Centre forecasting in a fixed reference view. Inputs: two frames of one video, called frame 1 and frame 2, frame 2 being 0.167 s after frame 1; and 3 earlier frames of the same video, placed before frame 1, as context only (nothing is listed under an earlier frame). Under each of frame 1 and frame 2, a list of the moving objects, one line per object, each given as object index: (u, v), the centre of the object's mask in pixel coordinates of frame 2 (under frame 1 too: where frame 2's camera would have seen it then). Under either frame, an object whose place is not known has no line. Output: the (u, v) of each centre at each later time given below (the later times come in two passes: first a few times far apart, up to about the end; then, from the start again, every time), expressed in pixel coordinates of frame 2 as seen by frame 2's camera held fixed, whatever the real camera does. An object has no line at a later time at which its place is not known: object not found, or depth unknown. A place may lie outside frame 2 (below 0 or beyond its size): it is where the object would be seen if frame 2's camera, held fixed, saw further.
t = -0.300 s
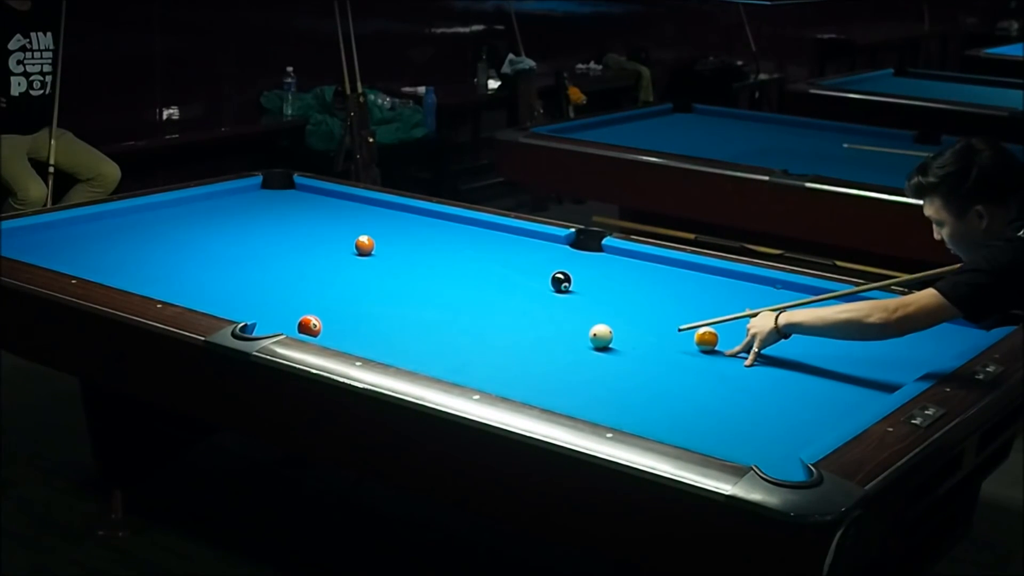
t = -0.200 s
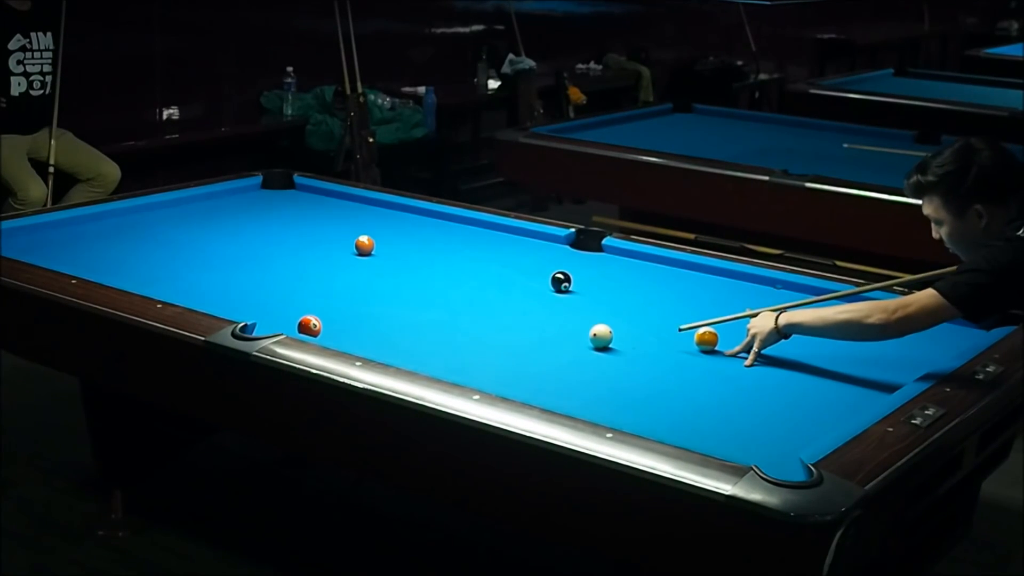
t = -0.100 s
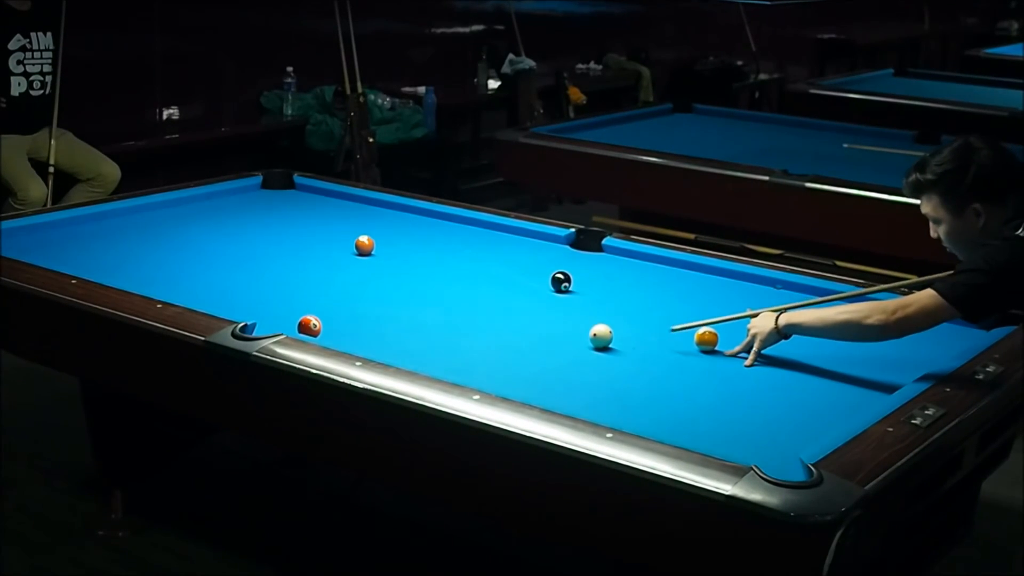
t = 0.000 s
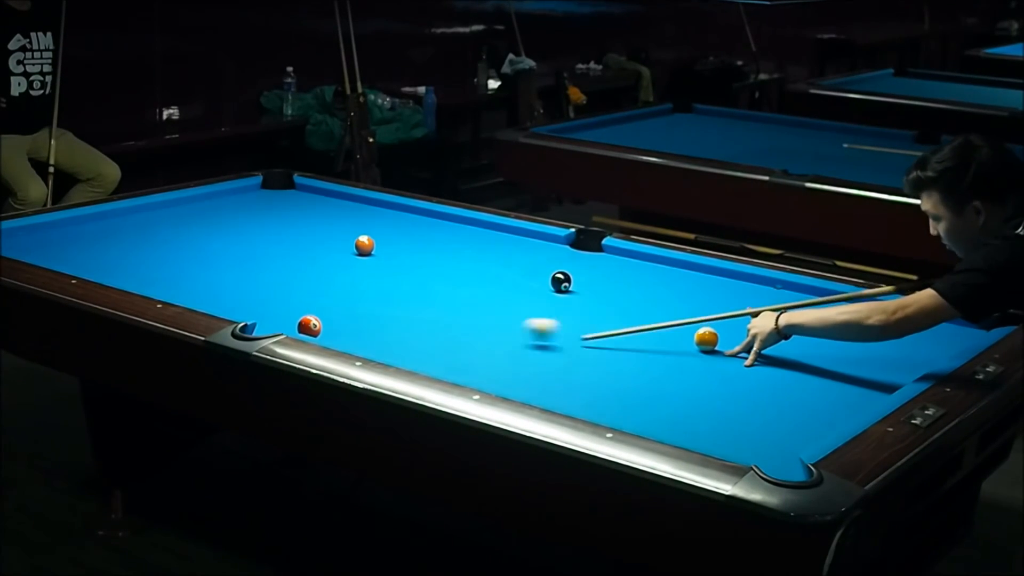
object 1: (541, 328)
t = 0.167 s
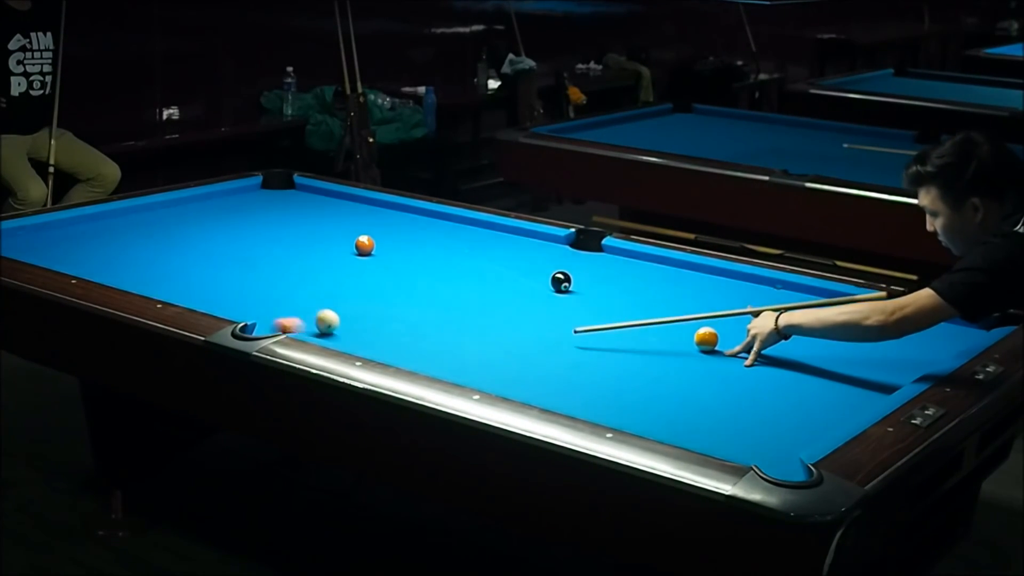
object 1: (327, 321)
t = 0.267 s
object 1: (305, 308)
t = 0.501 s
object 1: (270, 283)
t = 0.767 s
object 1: (235, 259)
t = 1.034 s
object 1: (205, 237)
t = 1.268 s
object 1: (181, 221)
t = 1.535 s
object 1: (159, 204)
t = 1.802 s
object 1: (221, 205)
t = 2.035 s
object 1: (272, 206)
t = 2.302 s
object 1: (328, 206)
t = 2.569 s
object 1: (381, 207)
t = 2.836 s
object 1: (407, 212)
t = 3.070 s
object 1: (415, 218)
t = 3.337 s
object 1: (425, 225)
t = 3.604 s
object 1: (434, 233)
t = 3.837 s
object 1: (442, 239)
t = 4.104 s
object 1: (451, 245)
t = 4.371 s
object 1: (460, 252)
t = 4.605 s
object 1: (467, 257)
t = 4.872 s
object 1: (475, 263)
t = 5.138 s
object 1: (482, 269)
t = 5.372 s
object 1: (488, 274)
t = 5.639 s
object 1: (494, 279)
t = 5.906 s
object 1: (500, 283)
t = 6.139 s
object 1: (505, 287)
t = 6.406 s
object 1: (510, 290)
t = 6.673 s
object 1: (513, 293)
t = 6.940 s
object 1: (516, 296)
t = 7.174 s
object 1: (518, 298)
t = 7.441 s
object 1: (520, 300)
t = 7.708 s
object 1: (522, 301)
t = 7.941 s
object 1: (522, 301)
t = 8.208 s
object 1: (522, 301)
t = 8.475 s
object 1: (522, 301)
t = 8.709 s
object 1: (521, 301)
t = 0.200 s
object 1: (319, 317)
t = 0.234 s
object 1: (311, 312)
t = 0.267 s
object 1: (305, 308)
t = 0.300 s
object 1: (299, 304)
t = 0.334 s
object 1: (294, 300)
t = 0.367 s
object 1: (289, 297)
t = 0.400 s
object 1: (284, 294)
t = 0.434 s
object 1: (279, 290)
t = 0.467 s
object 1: (275, 287)
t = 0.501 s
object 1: (270, 283)
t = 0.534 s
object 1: (265, 280)
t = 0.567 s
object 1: (260, 277)
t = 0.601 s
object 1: (256, 274)
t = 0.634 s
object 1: (252, 271)
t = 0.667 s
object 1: (247, 268)
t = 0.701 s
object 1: (243, 264)
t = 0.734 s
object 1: (239, 261)
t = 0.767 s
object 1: (235, 259)
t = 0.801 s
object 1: (231, 256)
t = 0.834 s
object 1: (227, 253)
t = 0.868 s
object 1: (223, 250)
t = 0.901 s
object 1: (219, 248)
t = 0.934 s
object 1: (216, 245)
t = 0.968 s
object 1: (212, 242)
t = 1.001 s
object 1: (208, 240)
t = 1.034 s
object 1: (205, 237)
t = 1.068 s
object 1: (201, 235)
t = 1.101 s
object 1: (197, 232)
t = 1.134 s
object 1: (194, 230)
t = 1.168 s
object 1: (191, 228)
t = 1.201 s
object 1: (188, 225)
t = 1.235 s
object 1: (184, 223)
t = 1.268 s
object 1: (181, 221)
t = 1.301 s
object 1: (178, 219)
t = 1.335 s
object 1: (175, 216)
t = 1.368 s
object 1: (172, 214)
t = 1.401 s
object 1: (169, 212)
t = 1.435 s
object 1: (166, 210)
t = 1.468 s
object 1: (163, 208)
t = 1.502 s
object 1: (160, 206)
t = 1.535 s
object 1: (159, 204)
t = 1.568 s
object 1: (167, 205)
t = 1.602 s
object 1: (176, 205)
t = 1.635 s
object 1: (183, 205)
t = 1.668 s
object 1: (191, 205)
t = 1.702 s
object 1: (199, 205)
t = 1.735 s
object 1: (206, 205)
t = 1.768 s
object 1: (214, 205)
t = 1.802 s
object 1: (221, 205)
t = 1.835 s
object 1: (229, 205)
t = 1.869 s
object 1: (236, 205)
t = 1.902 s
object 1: (243, 206)
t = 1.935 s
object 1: (251, 206)
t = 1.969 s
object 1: (258, 206)
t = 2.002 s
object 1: (265, 206)
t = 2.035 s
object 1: (272, 206)
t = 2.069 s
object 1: (279, 206)
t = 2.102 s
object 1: (286, 206)
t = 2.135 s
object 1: (293, 206)
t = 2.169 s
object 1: (300, 206)
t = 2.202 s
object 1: (307, 206)
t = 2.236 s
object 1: (314, 206)
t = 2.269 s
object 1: (321, 206)
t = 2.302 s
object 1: (328, 206)
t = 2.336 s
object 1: (335, 206)
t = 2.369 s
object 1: (342, 206)
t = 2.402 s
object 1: (348, 206)
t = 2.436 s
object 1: (355, 207)
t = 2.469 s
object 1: (362, 207)
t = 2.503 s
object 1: (368, 207)
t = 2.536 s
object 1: (375, 207)
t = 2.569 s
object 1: (381, 207)
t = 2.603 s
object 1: (388, 207)
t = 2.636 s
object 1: (394, 207)
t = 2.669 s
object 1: (401, 207)
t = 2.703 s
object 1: (402, 208)
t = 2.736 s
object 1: (403, 209)
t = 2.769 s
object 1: (405, 210)
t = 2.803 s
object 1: (406, 211)
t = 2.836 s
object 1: (407, 212)
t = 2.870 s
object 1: (408, 213)
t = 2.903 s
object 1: (409, 214)
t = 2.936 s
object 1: (411, 214)
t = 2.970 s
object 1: (412, 215)
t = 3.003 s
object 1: (413, 216)
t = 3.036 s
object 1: (414, 217)
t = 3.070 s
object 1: (415, 218)
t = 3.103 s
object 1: (416, 219)
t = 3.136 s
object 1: (418, 220)
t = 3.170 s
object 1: (419, 221)
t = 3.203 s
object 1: (420, 222)
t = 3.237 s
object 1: (421, 223)
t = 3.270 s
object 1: (423, 224)
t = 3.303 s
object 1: (424, 225)
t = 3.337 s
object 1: (425, 225)
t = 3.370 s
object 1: (426, 227)
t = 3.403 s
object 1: (427, 227)
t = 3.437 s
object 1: (428, 228)
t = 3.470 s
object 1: (430, 229)
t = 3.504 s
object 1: (431, 230)
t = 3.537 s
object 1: (432, 231)
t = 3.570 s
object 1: (433, 232)
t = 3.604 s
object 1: (434, 233)
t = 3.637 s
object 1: (435, 234)
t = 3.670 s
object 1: (436, 234)
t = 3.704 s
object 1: (437, 235)
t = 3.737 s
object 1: (439, 236)
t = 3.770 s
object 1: (440, 237)
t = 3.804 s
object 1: (441, 238)
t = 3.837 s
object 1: (442, 239)
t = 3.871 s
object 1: (443, 240)
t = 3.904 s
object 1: (445, 241)
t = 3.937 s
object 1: (446, 241)
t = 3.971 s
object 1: (447, 242)
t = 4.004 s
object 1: (448, 243)
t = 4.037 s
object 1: (449, 244)
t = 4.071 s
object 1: (450, 245)
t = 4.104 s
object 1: (451, 245)
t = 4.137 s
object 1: (453, 246)
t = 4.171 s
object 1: (454, 247)
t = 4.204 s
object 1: (455, 248)
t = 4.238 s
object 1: (456, 249)
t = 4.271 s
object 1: (457, 250)
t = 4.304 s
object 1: (458, 251)
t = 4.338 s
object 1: (459, 251)
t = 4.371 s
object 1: (460, 252)
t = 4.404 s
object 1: (461, 253)
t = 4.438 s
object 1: (462, 254)
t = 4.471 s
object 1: (463, 254)
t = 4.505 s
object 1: (464, 255)
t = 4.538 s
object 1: (465, 256)
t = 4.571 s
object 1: (466, 257)
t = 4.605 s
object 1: (467, 257)
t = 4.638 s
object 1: (468, 258)
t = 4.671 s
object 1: (469, 259)
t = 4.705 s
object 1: (470, 260)
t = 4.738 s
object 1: (471, 261)
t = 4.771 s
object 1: (472, 261)
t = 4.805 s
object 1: (473, 262)
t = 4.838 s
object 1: (474, 263)
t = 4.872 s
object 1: (475, 263)
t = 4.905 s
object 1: (476, 264)
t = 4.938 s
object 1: (477, 265)
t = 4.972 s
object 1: (478, 266)
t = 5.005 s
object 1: (479, 266)
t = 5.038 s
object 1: (479, 267)
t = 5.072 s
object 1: (480, 268)
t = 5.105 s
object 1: (481, 268)
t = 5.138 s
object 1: (482, 269)
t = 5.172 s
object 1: (483, 270)
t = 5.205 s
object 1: (484, 270)
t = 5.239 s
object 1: (484, 271)
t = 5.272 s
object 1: (485, 272)
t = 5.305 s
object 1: (486, 272)
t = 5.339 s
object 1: (487, 273)
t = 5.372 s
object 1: (488, 274)
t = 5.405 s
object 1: (489, 274)
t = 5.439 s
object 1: (490, 275)
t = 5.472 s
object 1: (490, 276)
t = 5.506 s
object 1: (491, 276)
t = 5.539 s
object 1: (492, 277)
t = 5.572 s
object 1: (493, 277)
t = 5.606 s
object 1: (494, 278)
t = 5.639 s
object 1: (494, 279)
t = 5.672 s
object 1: (495, 279)
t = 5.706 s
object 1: (496, 280)
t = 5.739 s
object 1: (497, 280)
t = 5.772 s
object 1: (498, 281)
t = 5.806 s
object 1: (498, 281)
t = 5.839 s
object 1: (499, 282)
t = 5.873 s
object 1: (500, 282)
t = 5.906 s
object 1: (500, 283)
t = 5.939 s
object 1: (501, 283)
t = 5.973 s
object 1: (502, 284)
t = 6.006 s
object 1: (502, 284)
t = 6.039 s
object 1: (503, 285)
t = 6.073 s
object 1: (504, 285)
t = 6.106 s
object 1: (504, 286)
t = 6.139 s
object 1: (505, 287)
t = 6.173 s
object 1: (506, 287)
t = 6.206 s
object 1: (506, 287)
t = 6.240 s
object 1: (507, 288)
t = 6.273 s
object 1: (508, 288)
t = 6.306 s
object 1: (508, 289)
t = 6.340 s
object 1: (509, 289)
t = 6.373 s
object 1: (509, 290)
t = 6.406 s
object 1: (510, 290)
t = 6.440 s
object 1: (510, 290)
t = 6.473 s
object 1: (511, 291)
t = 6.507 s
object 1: (511, 291)
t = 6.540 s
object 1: (512, 292)
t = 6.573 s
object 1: (512, 292)
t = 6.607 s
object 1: (513, 292)
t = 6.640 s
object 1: (513, 293)
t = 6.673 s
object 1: (513, 293)
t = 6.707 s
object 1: (514, 294)
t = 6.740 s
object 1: (514, 294)
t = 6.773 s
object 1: (514, 294)
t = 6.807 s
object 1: (515, 295)
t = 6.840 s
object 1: (515, 295)
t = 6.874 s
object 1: (516, 295)
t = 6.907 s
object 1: (516, 296)
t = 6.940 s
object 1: (516, 296)
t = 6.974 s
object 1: (516, 296)
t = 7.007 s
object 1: (517, 296)
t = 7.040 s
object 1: (517, 297)
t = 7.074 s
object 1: (517, 297)
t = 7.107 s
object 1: (517, 297)
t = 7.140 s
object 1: (518, 297)
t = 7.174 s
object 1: (518, 298)
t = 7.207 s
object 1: (518, 298)
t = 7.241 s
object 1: (519, 298)
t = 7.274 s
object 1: (519, 298)
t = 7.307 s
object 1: (519, 299)
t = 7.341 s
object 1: (519, 299)
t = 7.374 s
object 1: (520, 299)
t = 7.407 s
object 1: (520, 299)
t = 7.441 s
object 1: (520, 300)
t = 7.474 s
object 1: (521, 300)
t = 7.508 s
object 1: (521, 300)
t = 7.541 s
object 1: (521, 301)
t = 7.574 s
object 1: (521, 300)
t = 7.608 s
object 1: (522, 301)
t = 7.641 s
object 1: (522, 301)
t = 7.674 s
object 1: (522, 301)
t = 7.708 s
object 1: (522, 301)
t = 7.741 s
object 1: (522, 301)
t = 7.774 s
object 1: (522, 301)
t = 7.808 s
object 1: (522, 301)
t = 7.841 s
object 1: (522, 301)
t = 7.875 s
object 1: (522, 301)
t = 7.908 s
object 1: (522, 301)
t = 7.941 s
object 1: (522, 301)
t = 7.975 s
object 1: (522, 301)
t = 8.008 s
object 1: (522, 301)
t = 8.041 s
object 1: (522, 301)
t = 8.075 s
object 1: (522, 301)
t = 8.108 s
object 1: (522, 301)
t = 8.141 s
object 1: (522, 301)
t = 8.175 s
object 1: (522, 301)
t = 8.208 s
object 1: (522, 301)
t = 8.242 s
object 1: (522, 301)
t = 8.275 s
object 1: (522, 301)
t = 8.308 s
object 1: (522, 301)
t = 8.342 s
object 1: (522, 301)
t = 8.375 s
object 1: (522, 301)
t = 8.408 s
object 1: (521, 301)
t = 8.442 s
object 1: (522, 301)
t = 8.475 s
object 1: (522, 301)
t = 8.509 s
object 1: (522, 301)
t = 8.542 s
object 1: (521, 301)
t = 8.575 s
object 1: (521, 301)
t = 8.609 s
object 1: (521, 301)
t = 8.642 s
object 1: (521, 301)
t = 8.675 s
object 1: (521, 301)
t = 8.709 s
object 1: (521, 301)
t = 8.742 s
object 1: (522, 301)
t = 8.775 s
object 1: (521, 301)
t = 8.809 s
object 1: (521, 301)
